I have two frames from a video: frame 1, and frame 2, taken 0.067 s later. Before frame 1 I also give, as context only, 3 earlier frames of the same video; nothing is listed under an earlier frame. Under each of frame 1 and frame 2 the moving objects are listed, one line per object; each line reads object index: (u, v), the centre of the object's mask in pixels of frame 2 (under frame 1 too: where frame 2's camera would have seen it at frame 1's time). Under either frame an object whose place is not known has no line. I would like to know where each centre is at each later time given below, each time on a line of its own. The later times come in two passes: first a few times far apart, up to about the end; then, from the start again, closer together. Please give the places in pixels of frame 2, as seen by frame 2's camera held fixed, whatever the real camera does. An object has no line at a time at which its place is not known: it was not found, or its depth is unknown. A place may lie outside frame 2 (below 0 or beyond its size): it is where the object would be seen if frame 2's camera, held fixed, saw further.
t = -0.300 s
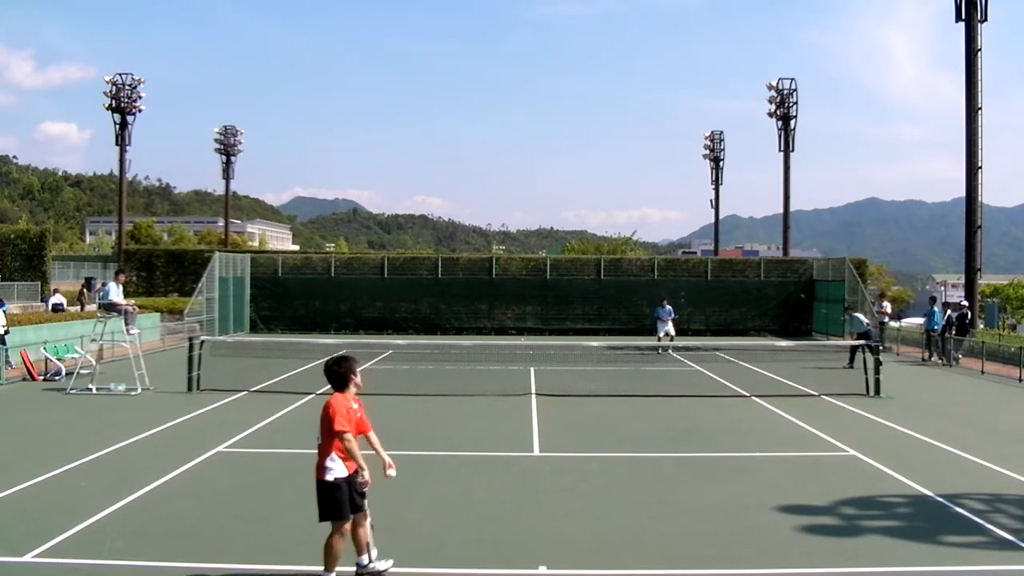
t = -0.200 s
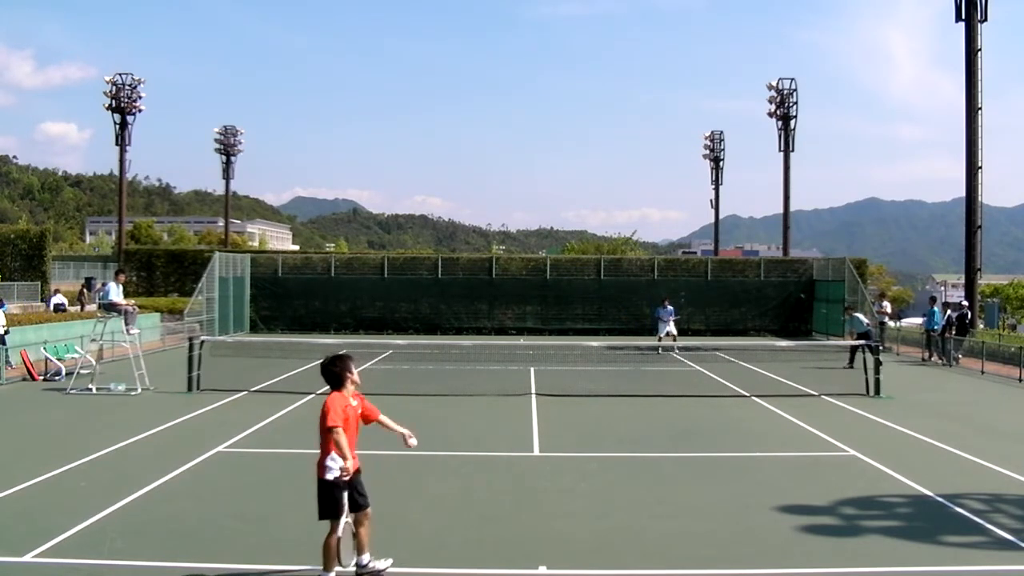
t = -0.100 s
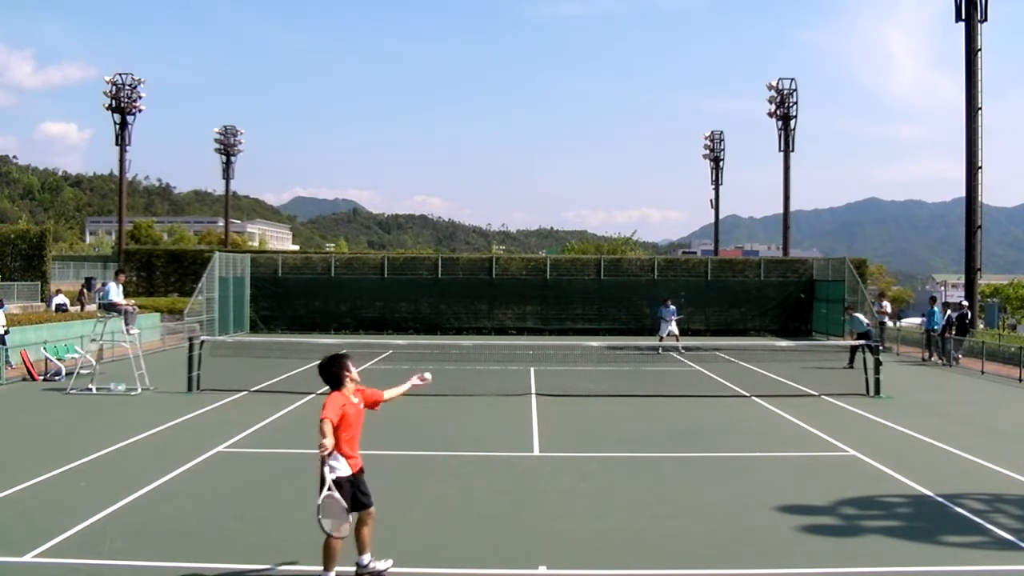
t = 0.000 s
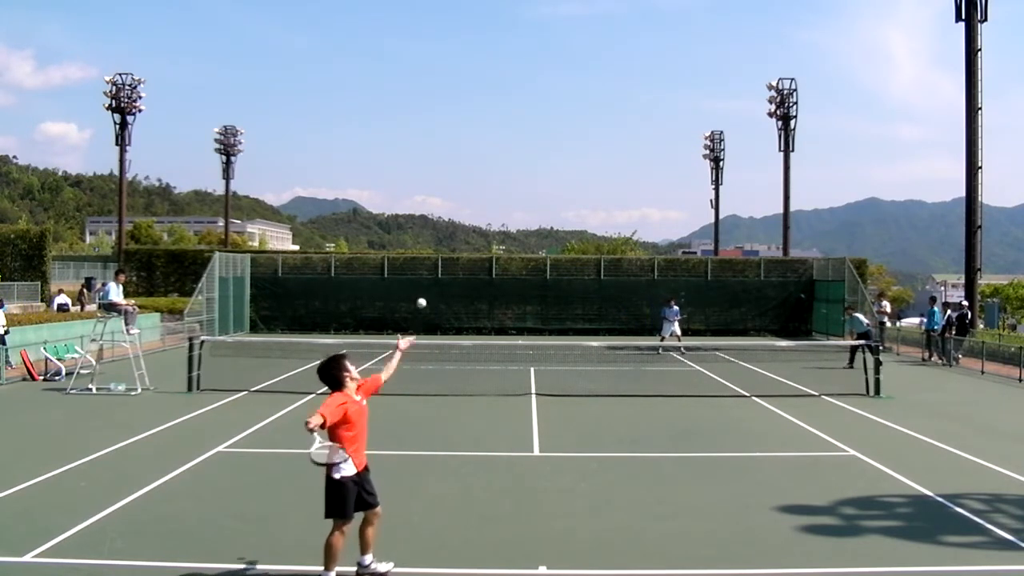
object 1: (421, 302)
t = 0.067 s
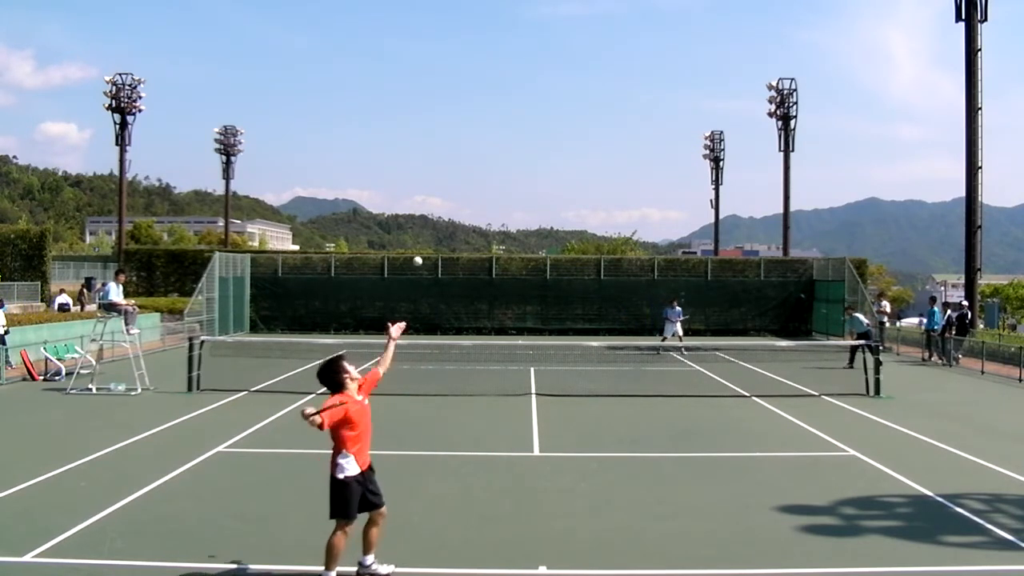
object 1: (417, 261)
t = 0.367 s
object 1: (400, 145)
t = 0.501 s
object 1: (391, 132)
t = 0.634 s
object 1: (383, 142)
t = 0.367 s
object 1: (400, 145)
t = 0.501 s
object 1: (391, 132)
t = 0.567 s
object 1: (388, 134)
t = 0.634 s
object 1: (383, 142)
